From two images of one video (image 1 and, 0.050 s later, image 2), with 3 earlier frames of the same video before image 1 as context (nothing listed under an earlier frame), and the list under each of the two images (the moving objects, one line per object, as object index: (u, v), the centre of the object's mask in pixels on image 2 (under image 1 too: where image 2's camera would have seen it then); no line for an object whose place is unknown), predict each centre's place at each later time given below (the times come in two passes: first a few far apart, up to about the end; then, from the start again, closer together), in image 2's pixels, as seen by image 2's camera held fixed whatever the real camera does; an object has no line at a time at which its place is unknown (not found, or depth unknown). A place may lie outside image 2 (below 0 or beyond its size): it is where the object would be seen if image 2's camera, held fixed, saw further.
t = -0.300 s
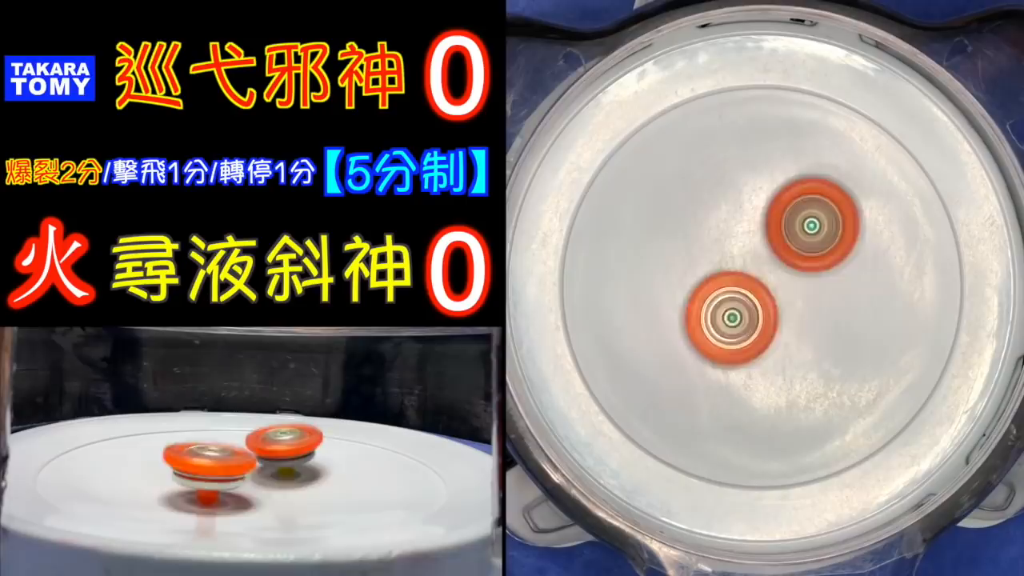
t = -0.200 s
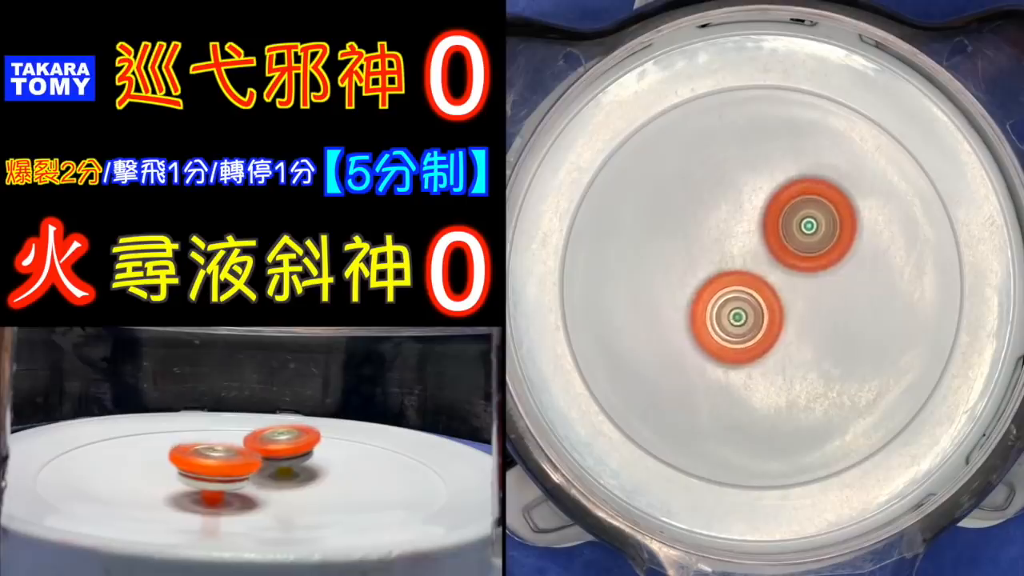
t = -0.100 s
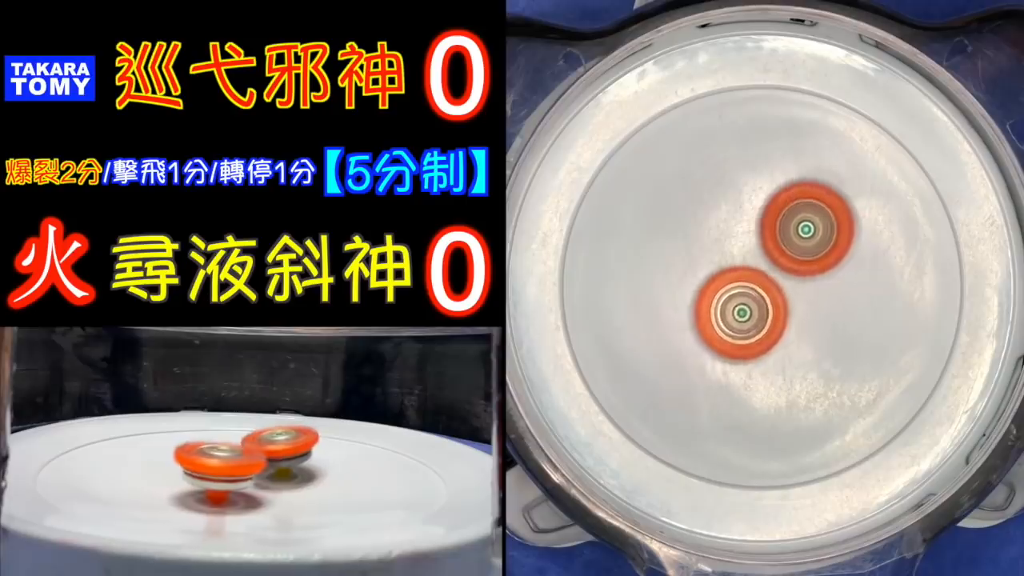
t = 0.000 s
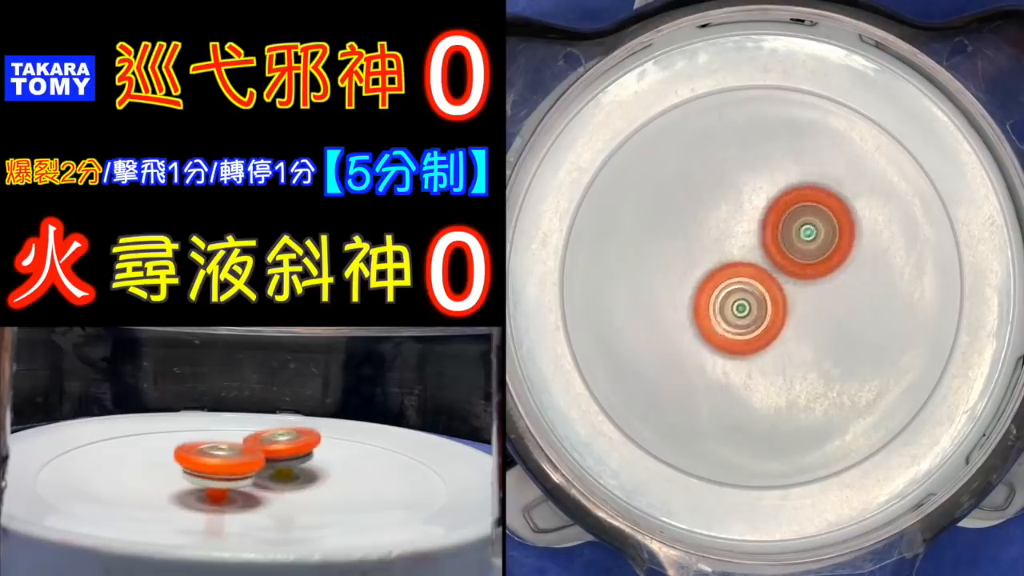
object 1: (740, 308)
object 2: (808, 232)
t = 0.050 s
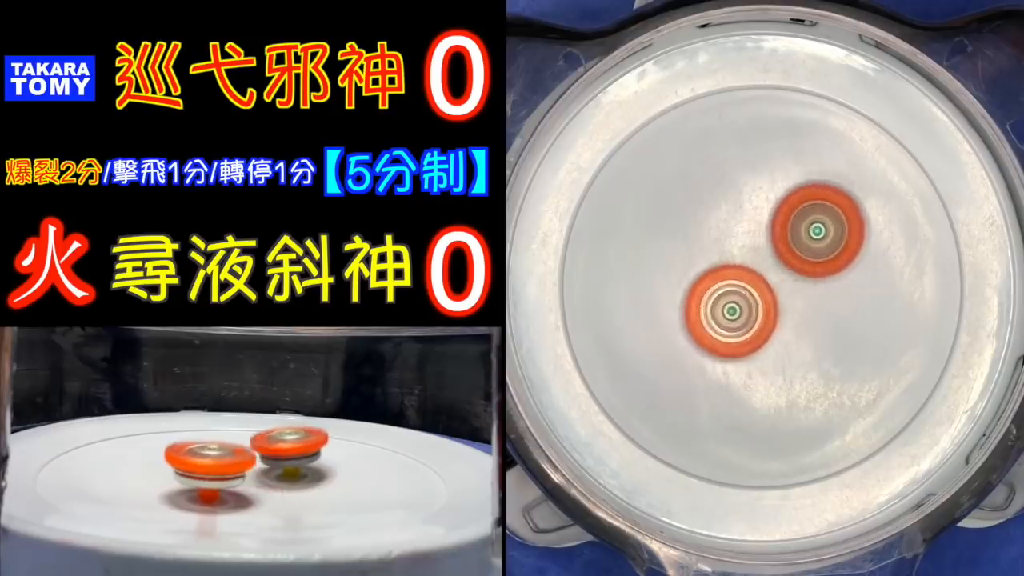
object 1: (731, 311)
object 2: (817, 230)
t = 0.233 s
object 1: (734, 310)
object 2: (811, 250)
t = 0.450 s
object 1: (720, 322)
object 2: (819, 261)
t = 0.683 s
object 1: (714, 328)
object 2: (825, 264)
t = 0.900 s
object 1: (725, 326)
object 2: (808, 270)
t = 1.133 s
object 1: (716, 322)
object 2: (804, 275)
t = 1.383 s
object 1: (663, 337)
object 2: (858, 236)
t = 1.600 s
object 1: (702, 325)
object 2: (823, 217)
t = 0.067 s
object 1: (729, 311)
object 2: (819, 231)
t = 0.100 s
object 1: (729, 311)
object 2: (819, 236)
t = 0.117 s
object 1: (729, 311)
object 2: (819, 238)
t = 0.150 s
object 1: (730, 311)
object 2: (817, 242)
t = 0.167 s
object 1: (731, 311)
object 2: (816, 244)
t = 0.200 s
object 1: (733, 310)
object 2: (813, 247)
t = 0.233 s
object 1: (734, 310)
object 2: (811, 250)
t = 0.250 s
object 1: (732, 311)
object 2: (811, 251)
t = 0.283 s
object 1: (721, 315)
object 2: (819, 250)
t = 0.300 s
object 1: (718, 317)
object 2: (821, 251)
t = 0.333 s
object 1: (715, 319)
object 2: (823, 254)
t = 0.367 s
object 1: (714, 321)
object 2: (823, 257)
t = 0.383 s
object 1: (715, 321)
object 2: (823, 258)
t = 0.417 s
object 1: (717, 322)
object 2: (821, 260)
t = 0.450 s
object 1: (720, 322)
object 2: (819, 261)
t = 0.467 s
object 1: (722, 322)
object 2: (818, 262)
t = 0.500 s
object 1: (726, 322)
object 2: (816, 263)
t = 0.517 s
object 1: (727, 322)
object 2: (815, 263)
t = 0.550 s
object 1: (730, 322)
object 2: (813, 265)
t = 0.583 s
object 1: (730, 322)
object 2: (813, 266)
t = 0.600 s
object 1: (725, 325)
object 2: (817, 264)
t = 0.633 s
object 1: (718, 327)
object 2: (823, 263)
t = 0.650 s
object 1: (716, 328)
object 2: (824, 263)
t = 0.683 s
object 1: (714, 328)
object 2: (825, 264)
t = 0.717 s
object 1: (715, 329)
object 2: (824, 266)
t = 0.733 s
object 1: (716, 329)
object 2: (823, 266)
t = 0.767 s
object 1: (718, 329)
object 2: (820, 267)
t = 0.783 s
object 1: (719, 329)
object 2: (818, 268)
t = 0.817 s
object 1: (721, 328)
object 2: (815, 268)
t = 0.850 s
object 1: (723, 328)
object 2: (812, 269)
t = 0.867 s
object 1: (724, 328)
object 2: (811, 269)
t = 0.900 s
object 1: (725, 326)
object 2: (808, 270)
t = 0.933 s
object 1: (724, 326)
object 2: (807, 270)
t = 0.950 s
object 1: (721, 327)
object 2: (809, 269)
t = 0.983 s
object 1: (716, 326)
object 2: (812, 270)
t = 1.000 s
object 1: (714, 326)
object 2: (812, 271)
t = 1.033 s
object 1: (714, 325)
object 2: (812, 272)
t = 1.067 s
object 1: (714, 324)
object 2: (810, 274)
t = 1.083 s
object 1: (714, 324)
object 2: (808, 274)
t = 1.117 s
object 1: (716, 323)
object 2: (805, 275)
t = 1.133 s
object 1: (716, 322)
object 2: (804, 275)
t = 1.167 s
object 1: (716, 322)
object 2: (803, 274)
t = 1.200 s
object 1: (690, 329)
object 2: (829, 263)
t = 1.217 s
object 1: (679, 332)
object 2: (840, 258)
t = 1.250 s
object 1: (665, 336)
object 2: (857, 250)
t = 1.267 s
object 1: (660, 337)
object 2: (863, 247)
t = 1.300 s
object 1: (655, 337)
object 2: (868, 243)
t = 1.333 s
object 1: (656, 337)
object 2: (867, 240)
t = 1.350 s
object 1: (657, 337)
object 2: (864, 239)
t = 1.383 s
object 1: (663, 337)
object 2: (858, 236)
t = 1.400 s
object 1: (667, 336)
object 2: (855, 233)
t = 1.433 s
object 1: (673, 335)
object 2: (849, 228)
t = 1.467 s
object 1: (680, 334)
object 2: (843, 223)
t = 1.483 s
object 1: (683, 333)
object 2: (840, 221)
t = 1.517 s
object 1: (689, 331)
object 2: (835, 218)
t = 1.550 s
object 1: (695, 328)
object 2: (830, 216)
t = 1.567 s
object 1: (697, 327)
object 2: (827, 217)
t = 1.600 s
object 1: (702, 325)
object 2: (823, 217)
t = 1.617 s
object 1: (704, 323)
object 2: (820, 218)
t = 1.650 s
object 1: (709, 321)
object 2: (815, 220)
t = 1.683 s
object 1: (713, 318)
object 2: (811, 223)
